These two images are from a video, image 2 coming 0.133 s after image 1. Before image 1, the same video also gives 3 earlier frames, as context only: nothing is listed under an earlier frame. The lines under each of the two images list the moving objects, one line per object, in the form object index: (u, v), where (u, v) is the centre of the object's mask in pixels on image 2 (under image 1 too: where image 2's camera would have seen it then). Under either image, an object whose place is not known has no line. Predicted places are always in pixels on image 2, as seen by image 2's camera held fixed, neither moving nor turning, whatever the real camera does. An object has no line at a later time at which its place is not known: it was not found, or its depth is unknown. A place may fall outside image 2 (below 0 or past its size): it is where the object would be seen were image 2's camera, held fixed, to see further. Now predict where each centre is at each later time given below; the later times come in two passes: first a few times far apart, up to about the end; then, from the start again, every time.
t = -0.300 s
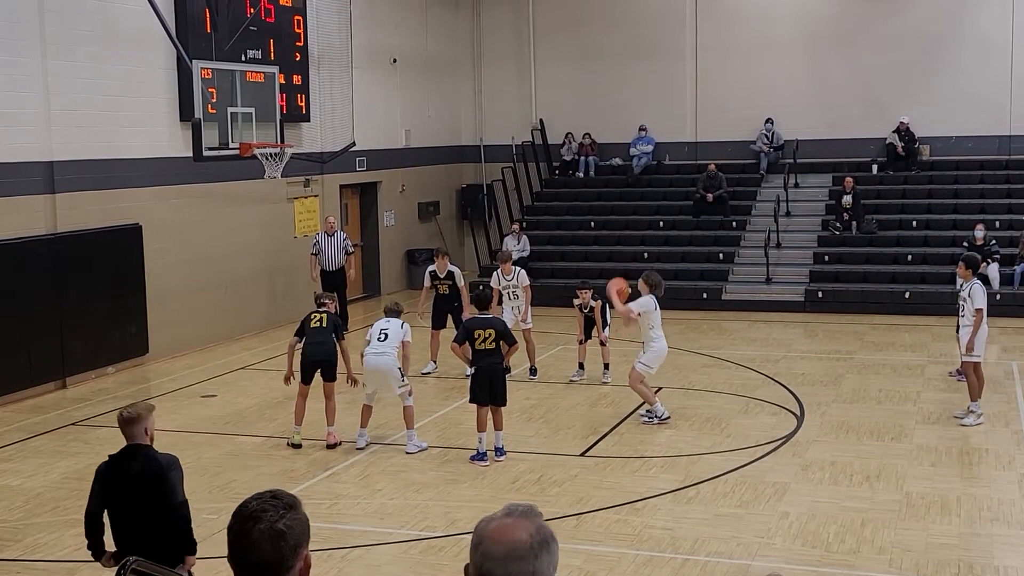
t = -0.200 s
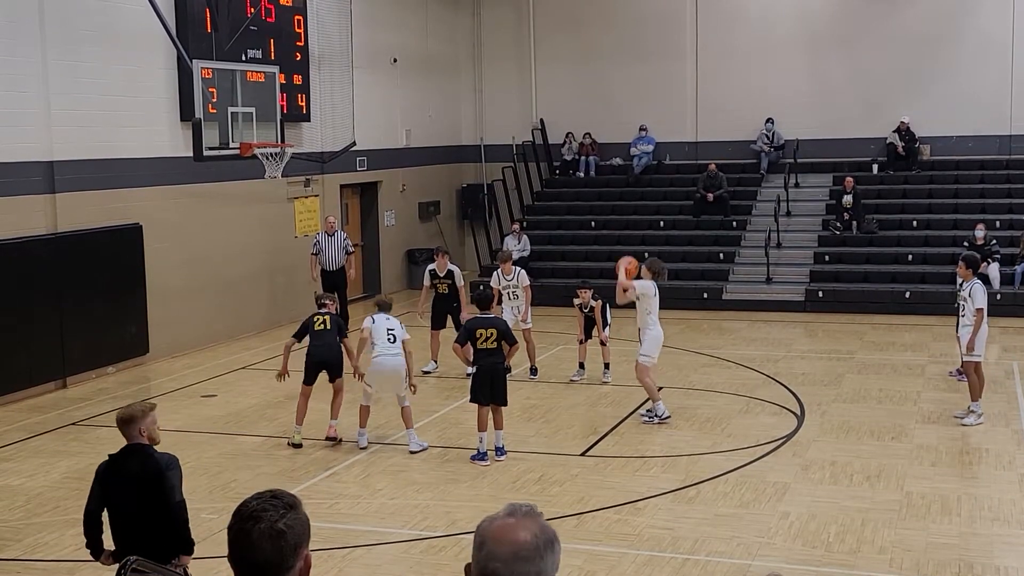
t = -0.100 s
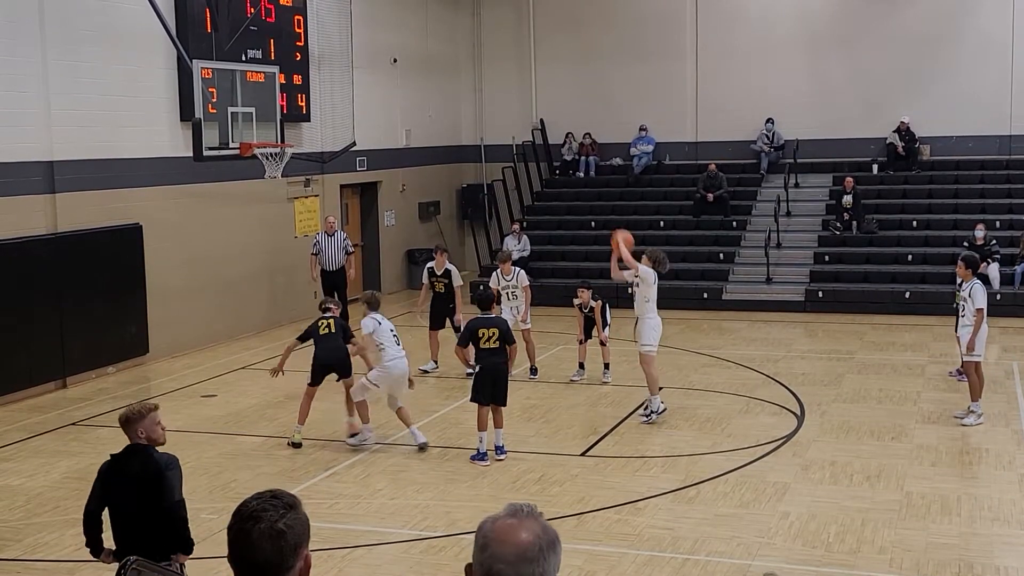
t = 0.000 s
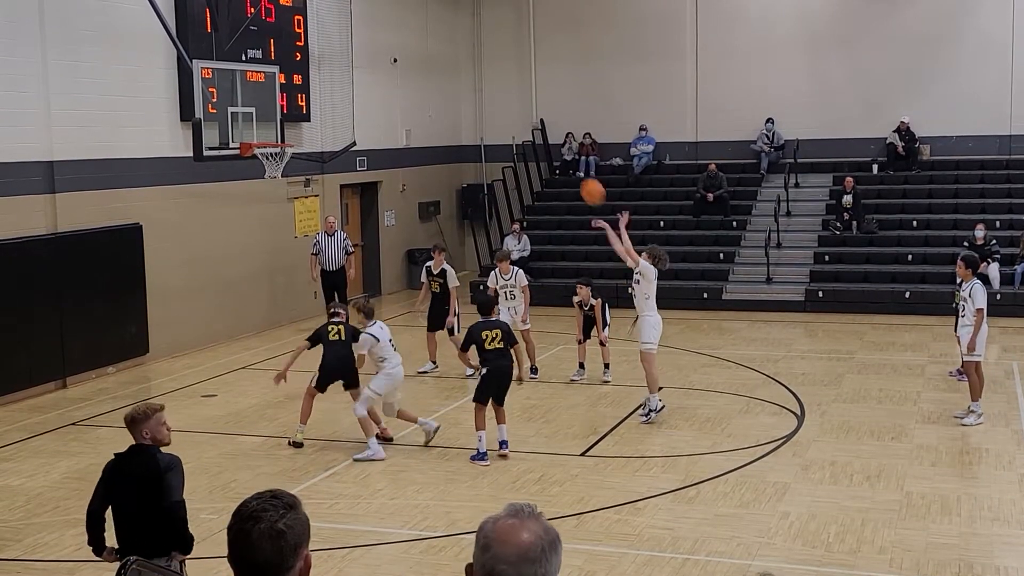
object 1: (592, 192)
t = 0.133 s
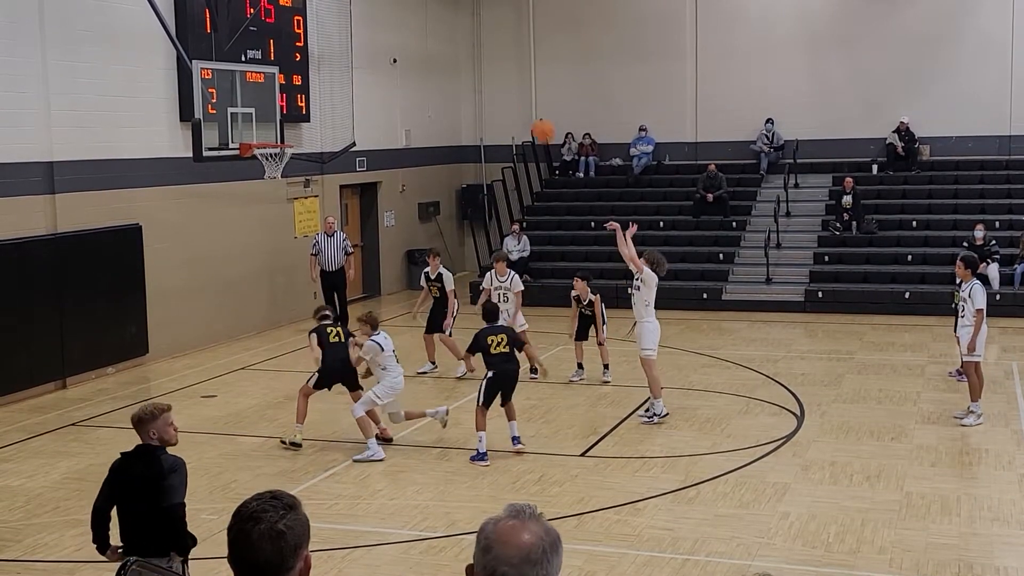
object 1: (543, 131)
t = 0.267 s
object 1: (495, 87)
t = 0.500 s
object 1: (418, 51)
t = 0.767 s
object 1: (337, 69)
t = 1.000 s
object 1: (272, 133)
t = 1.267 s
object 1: (274, 130)
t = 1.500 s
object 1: (284, 162)
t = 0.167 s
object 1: (531, 119)
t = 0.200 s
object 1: (519, 107)
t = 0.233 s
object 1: (507, 96)
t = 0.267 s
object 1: (495, 87)
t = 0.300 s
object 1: (484, 79)
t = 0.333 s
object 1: (472, 72)
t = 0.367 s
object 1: (461, 65)
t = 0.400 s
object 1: (450, 60)
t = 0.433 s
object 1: (439, 56)
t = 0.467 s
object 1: (428, 53)
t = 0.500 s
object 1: (418, 51)
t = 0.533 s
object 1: (407, 49)
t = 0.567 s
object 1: (397, 49)
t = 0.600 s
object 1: (387, 51)
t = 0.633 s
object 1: (377, 53)
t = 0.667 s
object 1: (367, 56)
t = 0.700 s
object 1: (356, 59)
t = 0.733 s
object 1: (346, 64)
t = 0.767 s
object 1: (337, 69)
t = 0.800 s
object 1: (327, 76)
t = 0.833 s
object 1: (317, 83)
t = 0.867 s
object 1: (308, 91)
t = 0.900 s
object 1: (299, 101)
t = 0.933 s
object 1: (290, 111)
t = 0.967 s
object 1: (281, 121)
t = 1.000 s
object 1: (272, 133)
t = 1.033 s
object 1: (267, 138)
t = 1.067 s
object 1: (269, 136)
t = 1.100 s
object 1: (270, 136)
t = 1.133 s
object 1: (271, 134)
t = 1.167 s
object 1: (272, 131)
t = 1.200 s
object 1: (272, 130)
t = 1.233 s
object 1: (273, 130)
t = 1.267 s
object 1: (274, 130)
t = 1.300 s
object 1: (275, 132)
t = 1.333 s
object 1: (276, 134)
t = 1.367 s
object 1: (277, 137)
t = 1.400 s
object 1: (279, 142)
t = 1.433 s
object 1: (280, 147)
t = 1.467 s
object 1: (282, 154)
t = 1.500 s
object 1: (284, 162)
